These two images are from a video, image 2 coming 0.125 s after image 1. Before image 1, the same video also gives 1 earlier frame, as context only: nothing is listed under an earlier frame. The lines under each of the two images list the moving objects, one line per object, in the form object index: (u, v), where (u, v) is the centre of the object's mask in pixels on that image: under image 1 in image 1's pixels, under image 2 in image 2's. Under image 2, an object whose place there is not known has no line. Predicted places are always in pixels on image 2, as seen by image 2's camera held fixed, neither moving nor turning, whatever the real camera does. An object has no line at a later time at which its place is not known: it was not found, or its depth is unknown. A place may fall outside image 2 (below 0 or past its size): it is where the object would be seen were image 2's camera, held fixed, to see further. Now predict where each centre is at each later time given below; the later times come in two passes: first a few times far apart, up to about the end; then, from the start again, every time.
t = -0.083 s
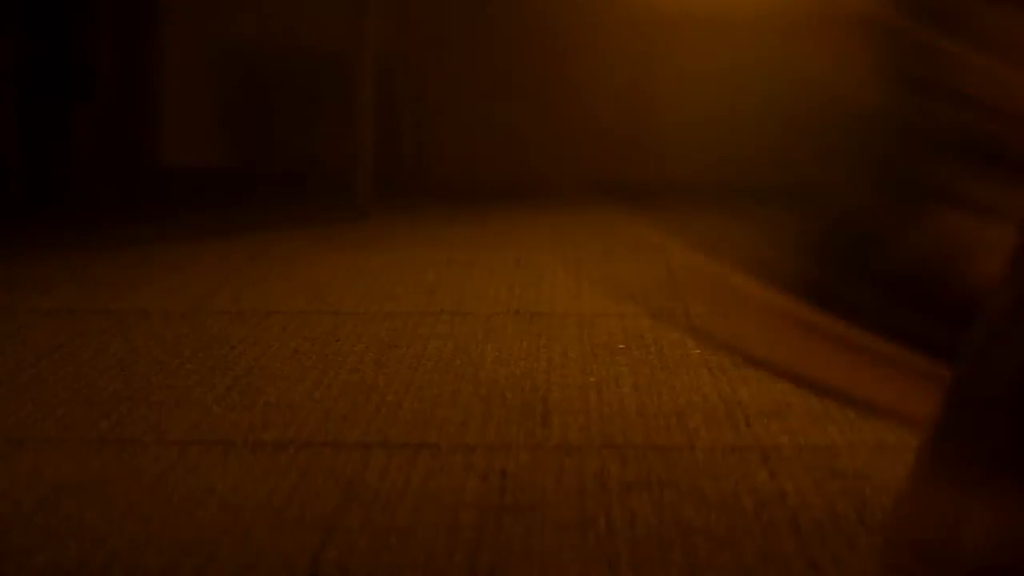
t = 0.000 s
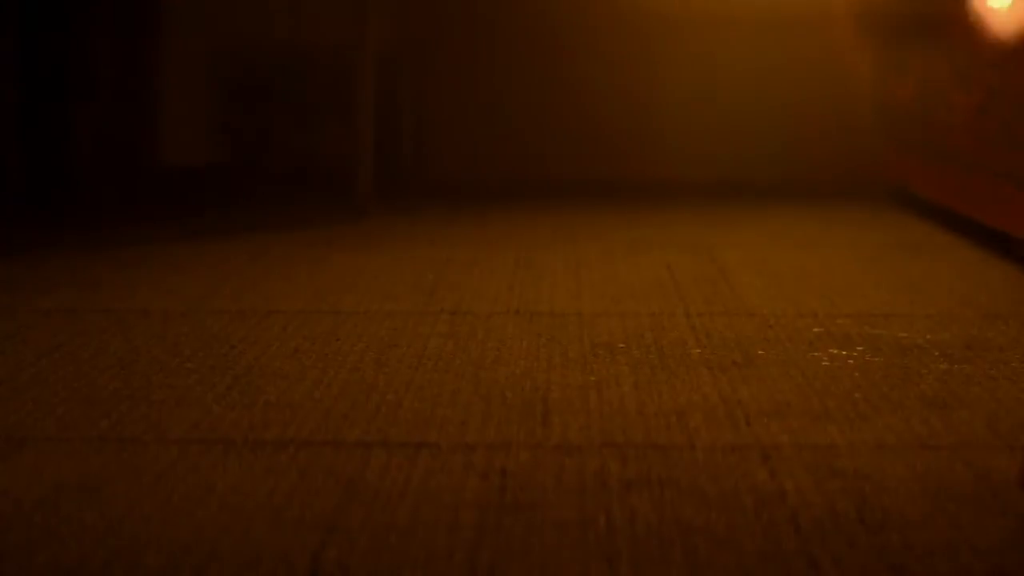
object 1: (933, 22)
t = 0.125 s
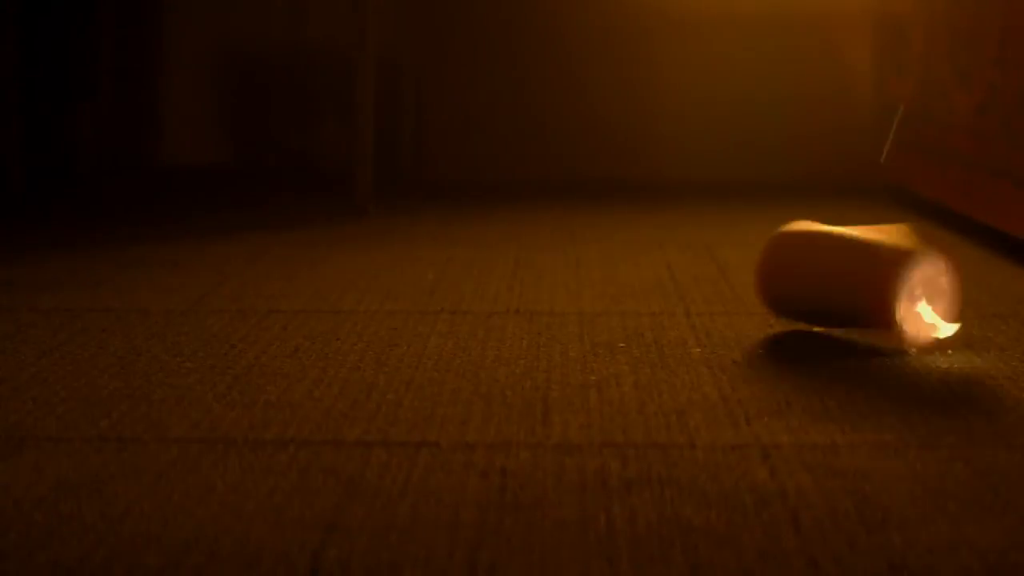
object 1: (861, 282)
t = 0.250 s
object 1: (789, 274)
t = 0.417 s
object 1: (676, 307)
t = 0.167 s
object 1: (838, 258)
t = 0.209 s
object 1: (816, 257)
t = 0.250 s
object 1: (789, 274)
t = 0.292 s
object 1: (764, 300)
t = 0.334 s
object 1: (736, 299)
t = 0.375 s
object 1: (706, 305)
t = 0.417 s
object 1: (676, 307)
